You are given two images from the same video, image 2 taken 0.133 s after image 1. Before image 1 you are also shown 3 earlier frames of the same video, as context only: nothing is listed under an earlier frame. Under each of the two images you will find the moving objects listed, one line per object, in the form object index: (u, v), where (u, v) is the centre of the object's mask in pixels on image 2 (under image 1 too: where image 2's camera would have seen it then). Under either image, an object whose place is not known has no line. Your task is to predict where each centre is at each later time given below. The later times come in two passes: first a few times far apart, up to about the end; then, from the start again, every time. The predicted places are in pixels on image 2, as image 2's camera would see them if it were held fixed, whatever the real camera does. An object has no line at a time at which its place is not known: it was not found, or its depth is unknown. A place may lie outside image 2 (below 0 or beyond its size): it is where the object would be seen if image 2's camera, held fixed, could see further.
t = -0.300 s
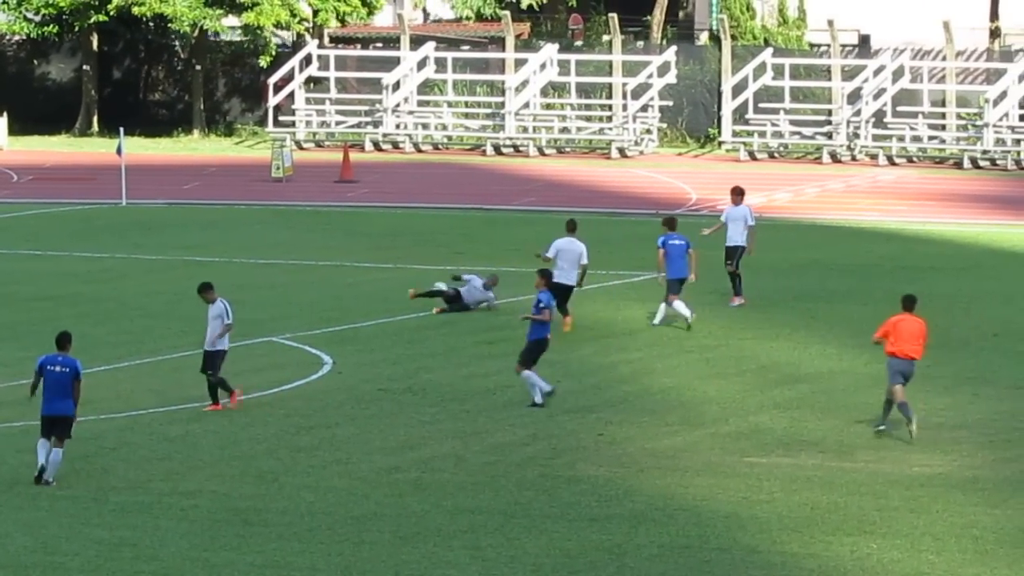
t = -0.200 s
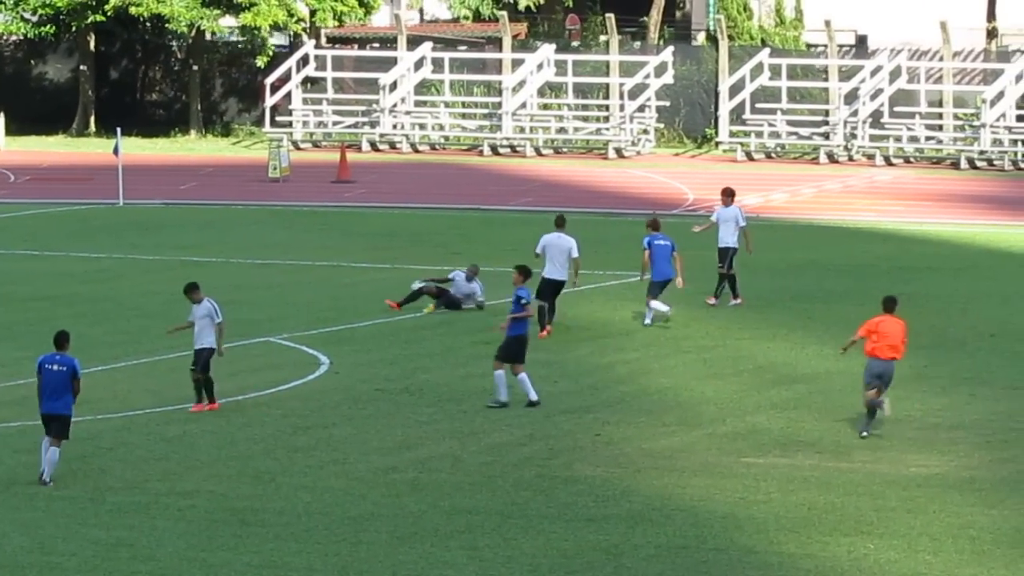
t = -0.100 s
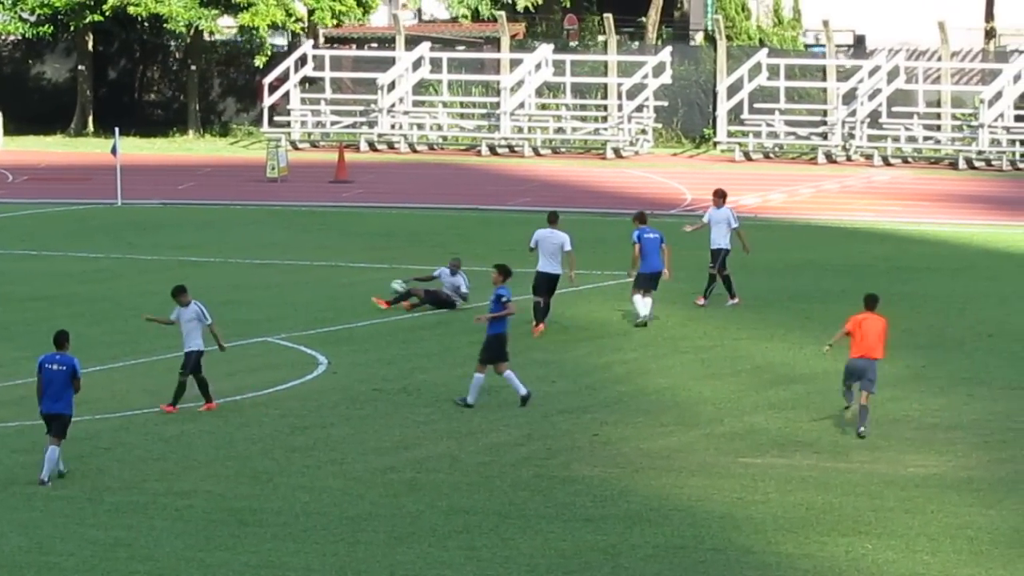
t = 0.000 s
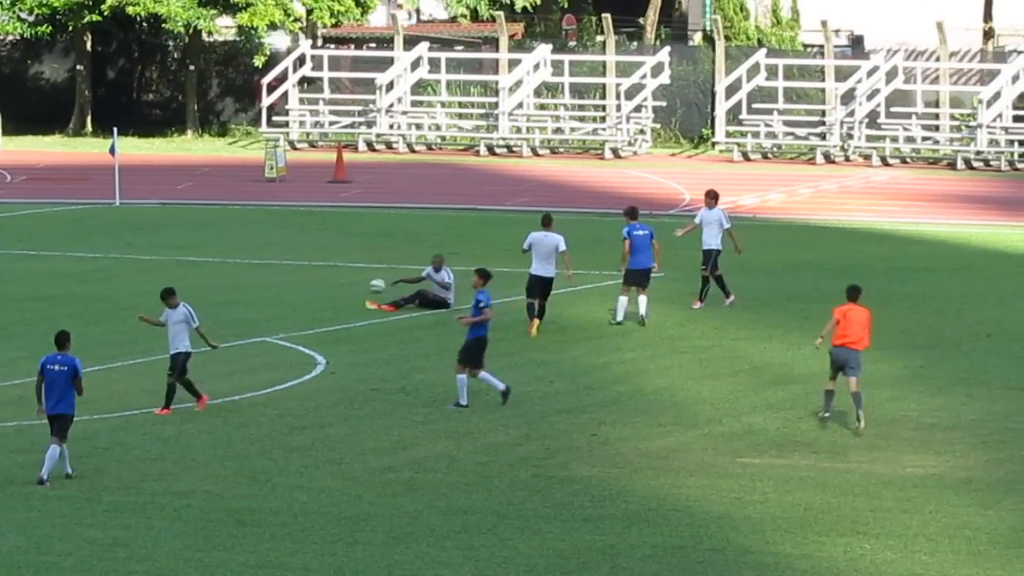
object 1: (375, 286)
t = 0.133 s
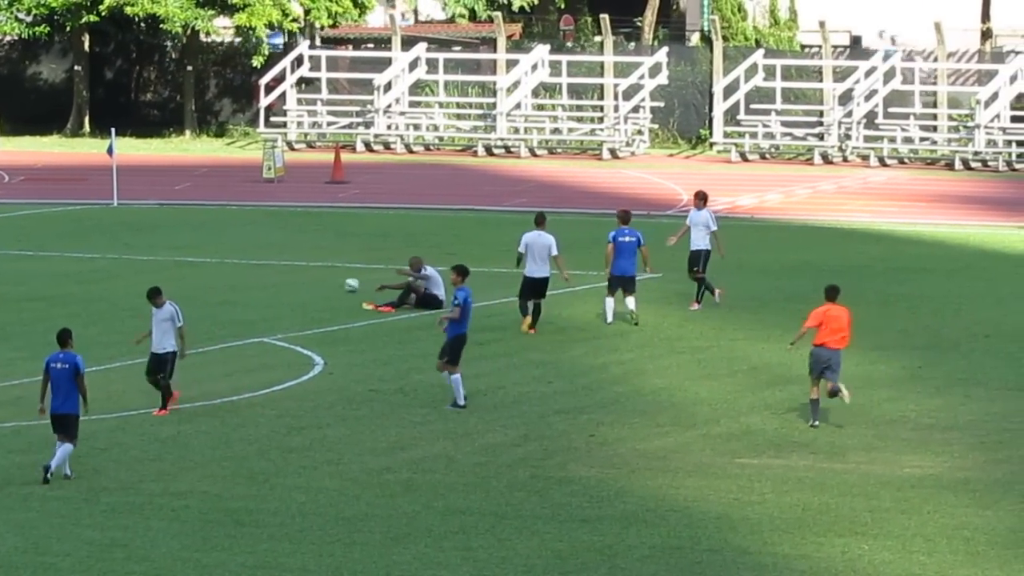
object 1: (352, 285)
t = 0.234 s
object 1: (335, 284)
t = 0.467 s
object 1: (296, 282)
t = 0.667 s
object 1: (265, 281)
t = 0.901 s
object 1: (232, 278)
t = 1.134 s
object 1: (201, 276)
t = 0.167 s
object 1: (346, 285)
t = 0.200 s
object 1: (341, 285)
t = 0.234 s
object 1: (335, 284)
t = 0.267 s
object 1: (329, 284)
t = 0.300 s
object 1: (324, 283)
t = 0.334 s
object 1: (318, 284)
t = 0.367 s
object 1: (312, 283)
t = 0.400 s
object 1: (307, 283)
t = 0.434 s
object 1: (301, 282)
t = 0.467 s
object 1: (296, 282)
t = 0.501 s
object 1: (291, 282)
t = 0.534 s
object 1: (286, 282)
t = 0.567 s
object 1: (281, 282)
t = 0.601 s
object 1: (275, 281)
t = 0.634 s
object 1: (270, 281)
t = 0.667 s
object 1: (265, 281)
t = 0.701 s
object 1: (261, 280)
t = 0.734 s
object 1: (256, 280)
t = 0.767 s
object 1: (251, 279)
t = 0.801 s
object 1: (246, 279)
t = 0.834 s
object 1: (241, 279)
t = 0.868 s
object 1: (237, 279)
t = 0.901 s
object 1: (232, 278)
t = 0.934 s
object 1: (228, 278)
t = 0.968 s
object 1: (223, 278)
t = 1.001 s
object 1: (218, 277)
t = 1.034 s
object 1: (214, 277)
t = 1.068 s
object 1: (210, 277)
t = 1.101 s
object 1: (206, 276)
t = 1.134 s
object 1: (201, 276)
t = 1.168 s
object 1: (197, 275)
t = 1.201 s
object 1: (192, 276)
